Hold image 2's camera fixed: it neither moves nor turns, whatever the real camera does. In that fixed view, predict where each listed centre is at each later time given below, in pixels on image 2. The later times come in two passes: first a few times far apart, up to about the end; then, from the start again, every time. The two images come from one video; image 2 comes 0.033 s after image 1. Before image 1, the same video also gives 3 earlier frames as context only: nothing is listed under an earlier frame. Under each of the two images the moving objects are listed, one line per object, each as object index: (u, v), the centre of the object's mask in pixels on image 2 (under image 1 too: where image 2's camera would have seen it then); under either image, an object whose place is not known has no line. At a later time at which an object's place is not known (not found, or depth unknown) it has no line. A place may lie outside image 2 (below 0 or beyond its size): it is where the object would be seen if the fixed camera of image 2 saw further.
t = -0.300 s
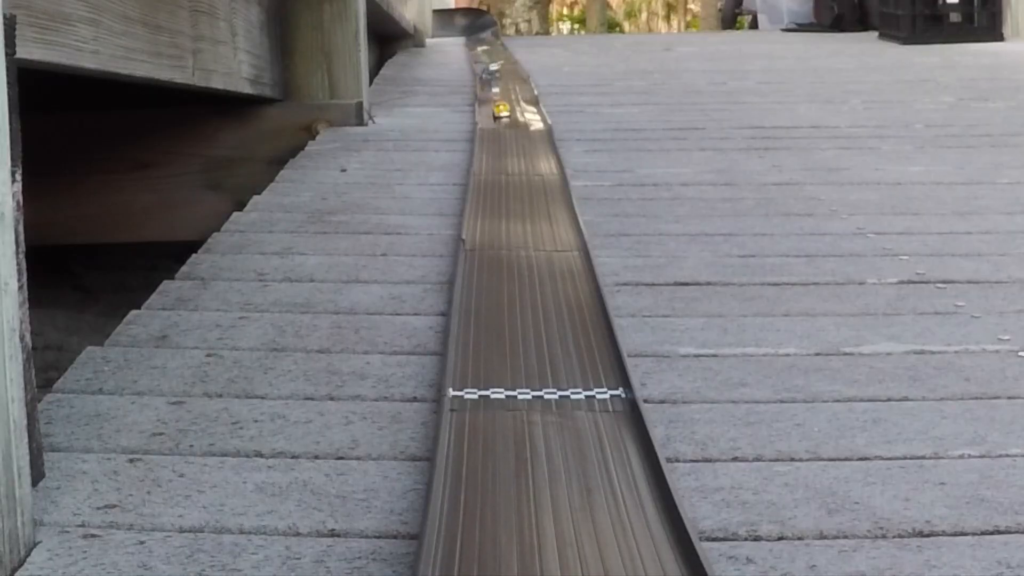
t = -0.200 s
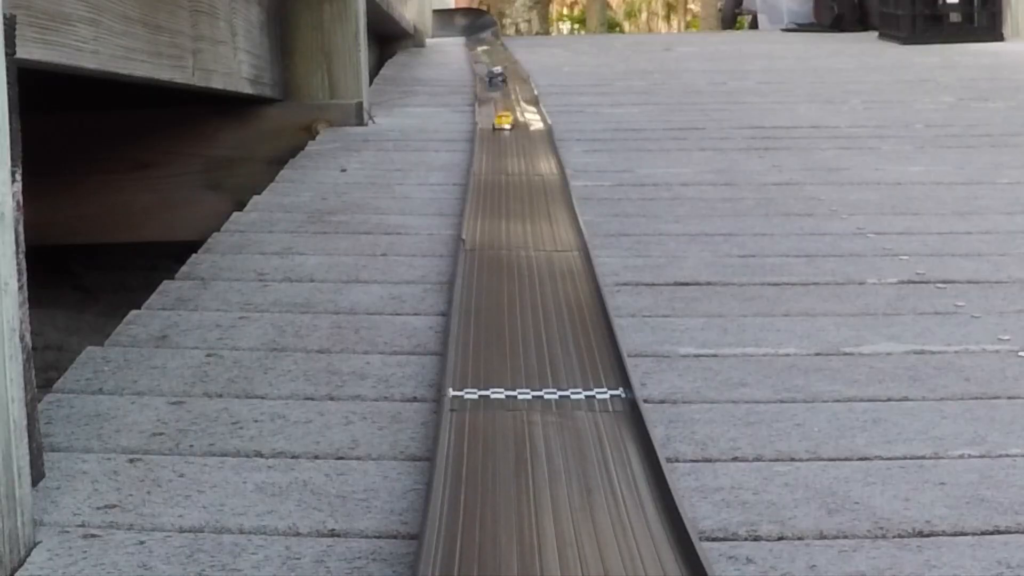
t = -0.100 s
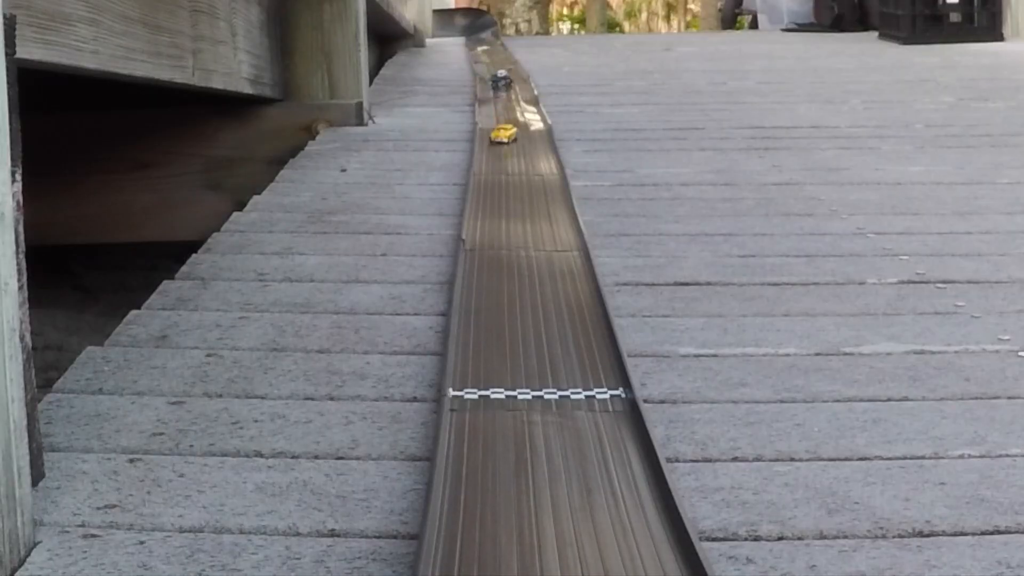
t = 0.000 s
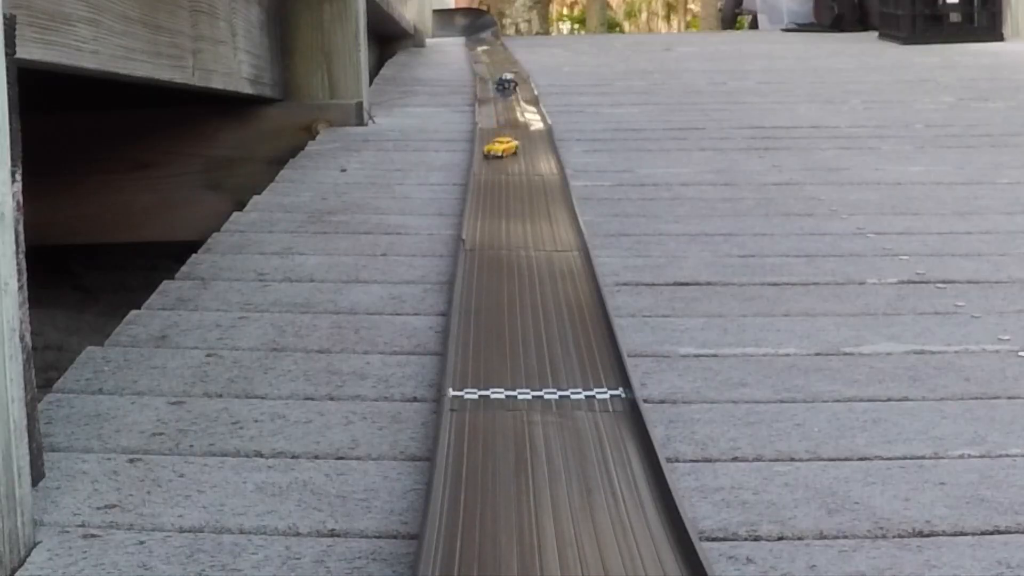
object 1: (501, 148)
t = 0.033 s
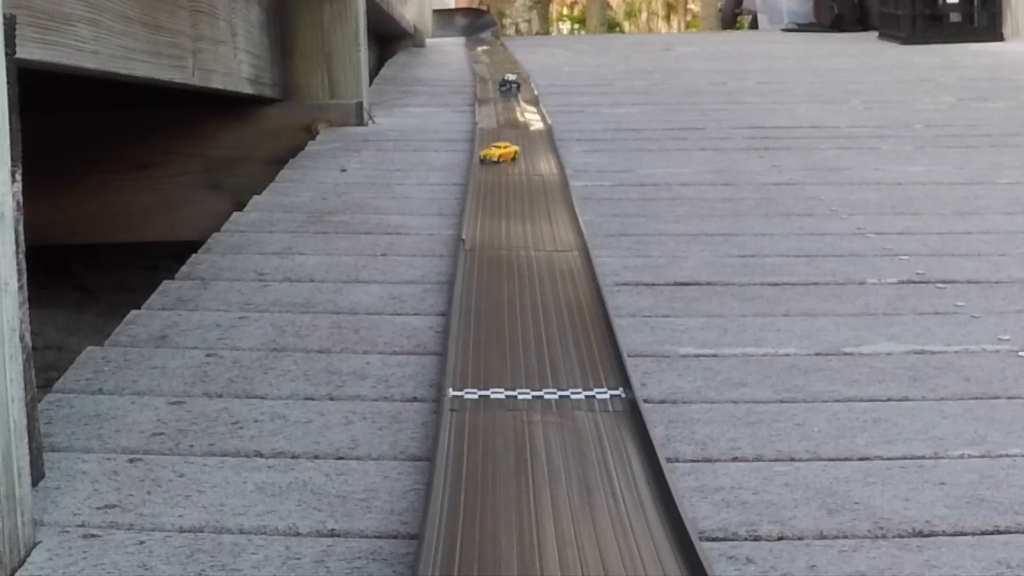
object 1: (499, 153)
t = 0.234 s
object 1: (492, 187)
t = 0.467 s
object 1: (481, 241)
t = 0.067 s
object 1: (497, 157)
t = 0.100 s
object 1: (496, 161)
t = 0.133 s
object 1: (496, 166)
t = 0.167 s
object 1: (495, 172)
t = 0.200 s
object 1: (494, 178)
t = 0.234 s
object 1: (492, 187)
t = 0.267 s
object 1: (490, 194)
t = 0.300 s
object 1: (488, 201)
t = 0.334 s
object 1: (486, 208)
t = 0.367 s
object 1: (484, 215)
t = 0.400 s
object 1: (482, 223)
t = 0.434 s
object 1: (482, 230)
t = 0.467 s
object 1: (481, 241)
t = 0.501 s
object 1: (480, 252)
